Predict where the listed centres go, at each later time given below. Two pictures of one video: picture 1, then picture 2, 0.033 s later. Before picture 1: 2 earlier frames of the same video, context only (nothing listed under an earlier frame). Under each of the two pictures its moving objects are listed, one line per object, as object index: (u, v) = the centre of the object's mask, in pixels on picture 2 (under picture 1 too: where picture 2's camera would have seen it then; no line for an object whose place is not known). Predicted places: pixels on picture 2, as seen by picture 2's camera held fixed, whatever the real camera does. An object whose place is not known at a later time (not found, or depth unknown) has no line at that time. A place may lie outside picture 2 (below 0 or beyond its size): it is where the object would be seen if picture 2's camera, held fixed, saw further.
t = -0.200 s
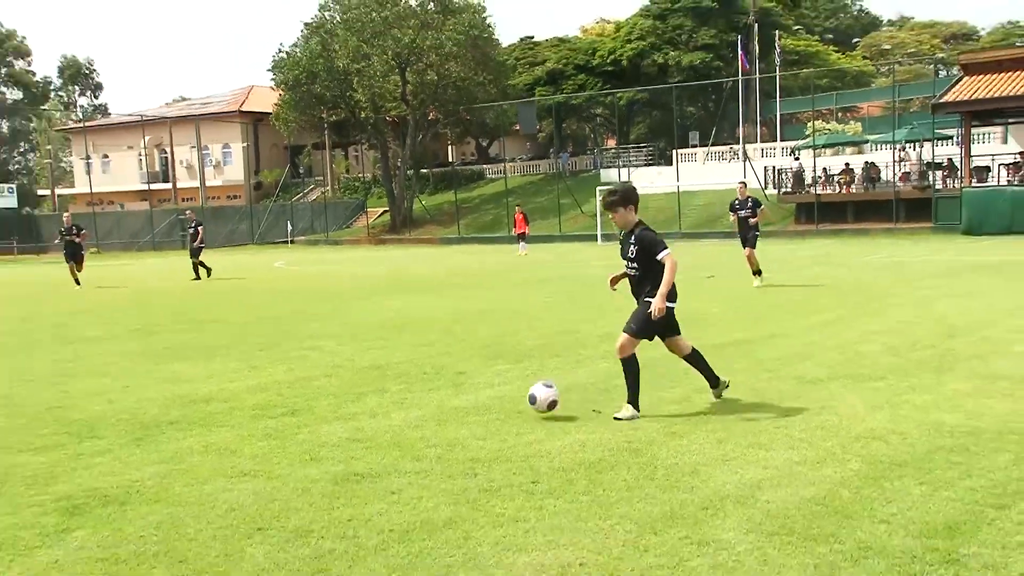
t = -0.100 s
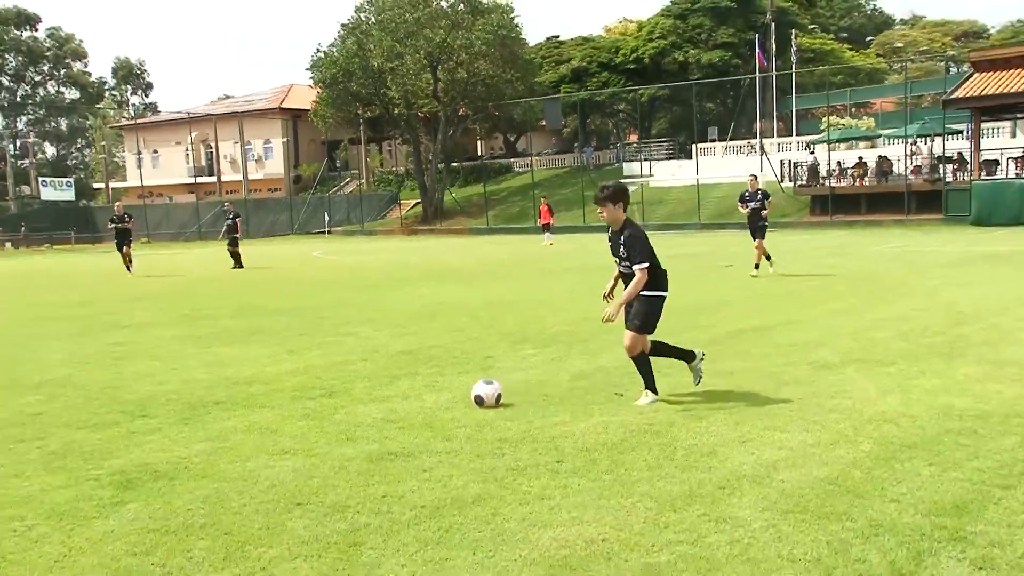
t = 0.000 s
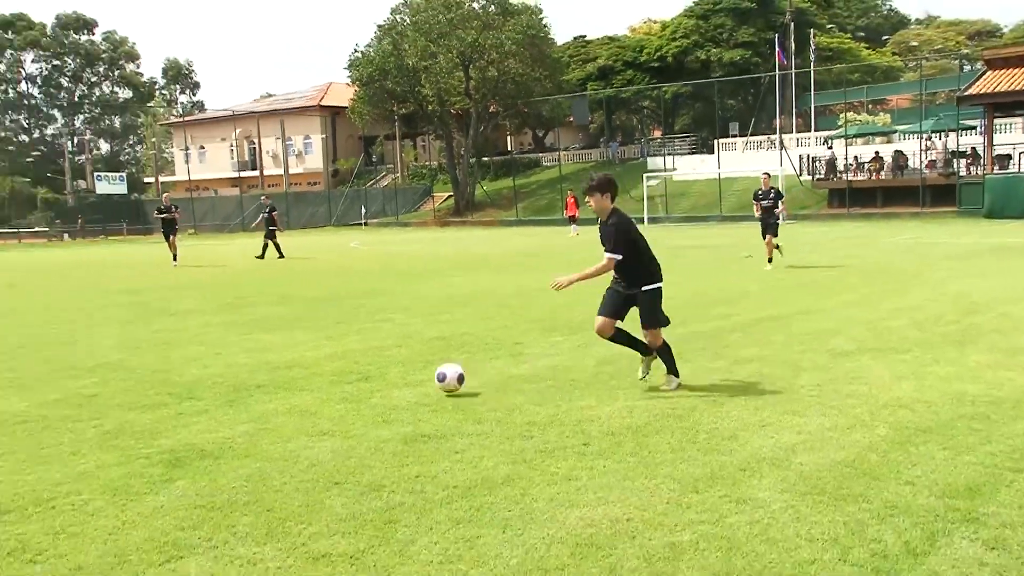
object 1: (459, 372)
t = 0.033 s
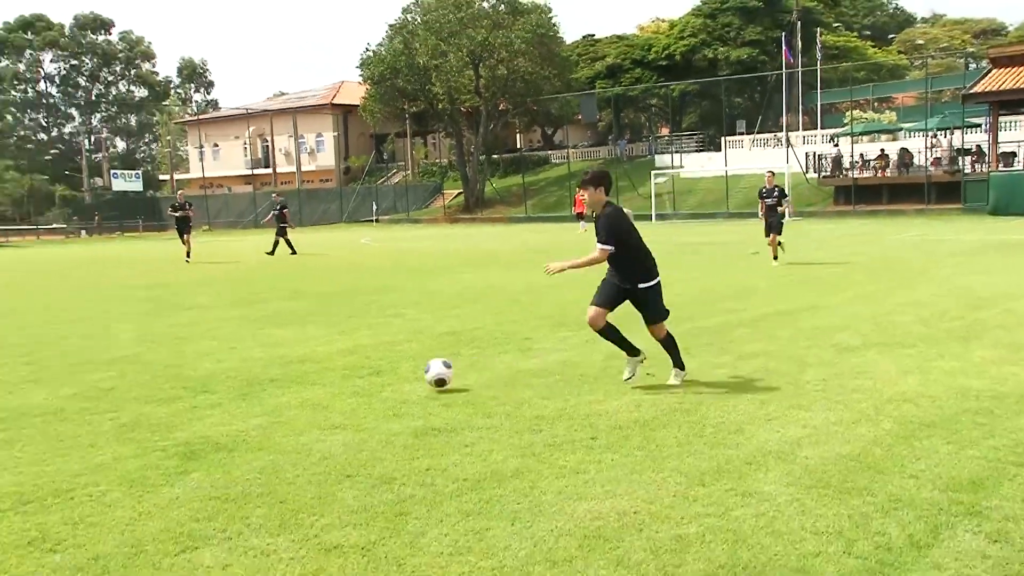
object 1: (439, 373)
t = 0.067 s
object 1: (419, 374)
